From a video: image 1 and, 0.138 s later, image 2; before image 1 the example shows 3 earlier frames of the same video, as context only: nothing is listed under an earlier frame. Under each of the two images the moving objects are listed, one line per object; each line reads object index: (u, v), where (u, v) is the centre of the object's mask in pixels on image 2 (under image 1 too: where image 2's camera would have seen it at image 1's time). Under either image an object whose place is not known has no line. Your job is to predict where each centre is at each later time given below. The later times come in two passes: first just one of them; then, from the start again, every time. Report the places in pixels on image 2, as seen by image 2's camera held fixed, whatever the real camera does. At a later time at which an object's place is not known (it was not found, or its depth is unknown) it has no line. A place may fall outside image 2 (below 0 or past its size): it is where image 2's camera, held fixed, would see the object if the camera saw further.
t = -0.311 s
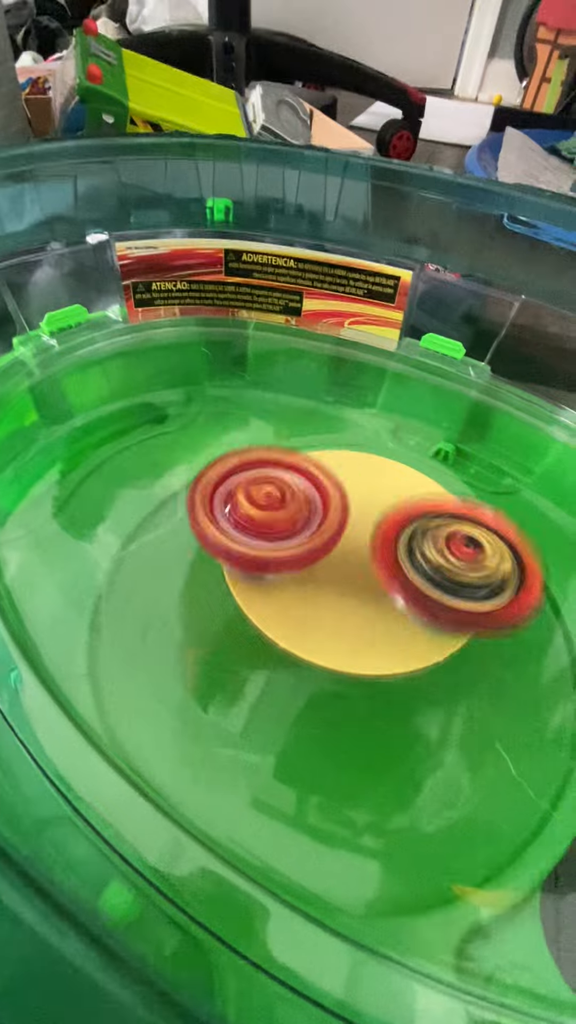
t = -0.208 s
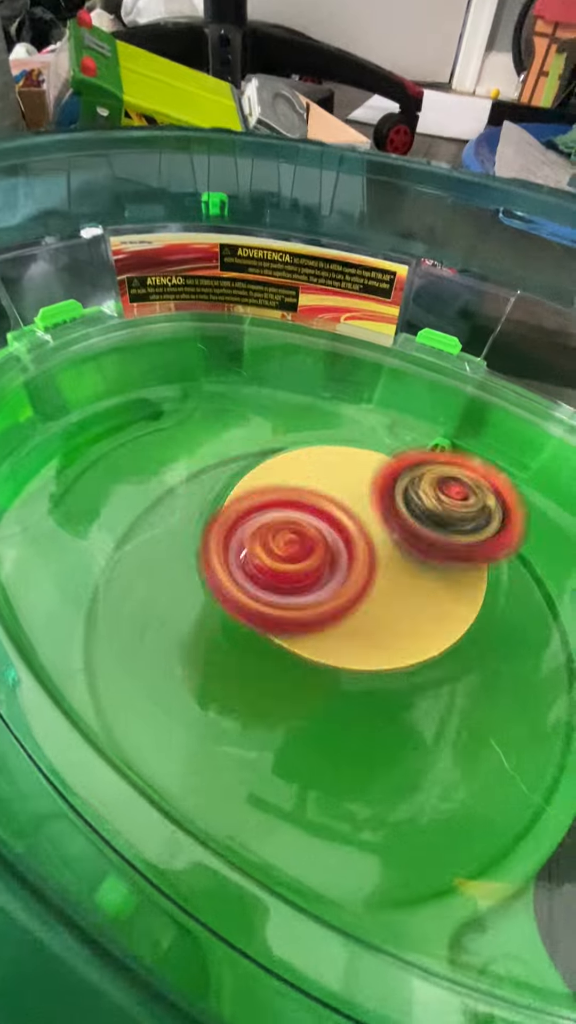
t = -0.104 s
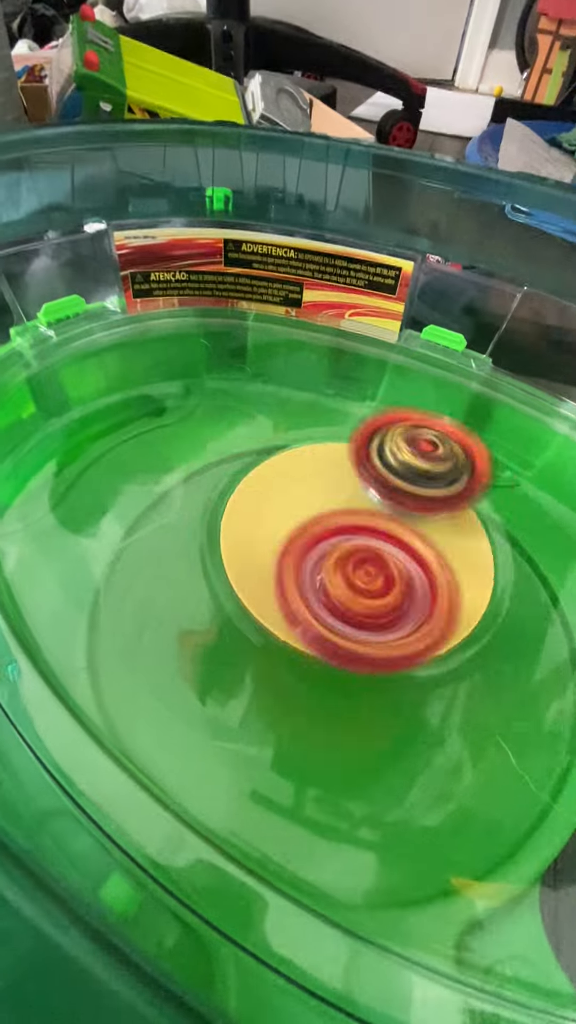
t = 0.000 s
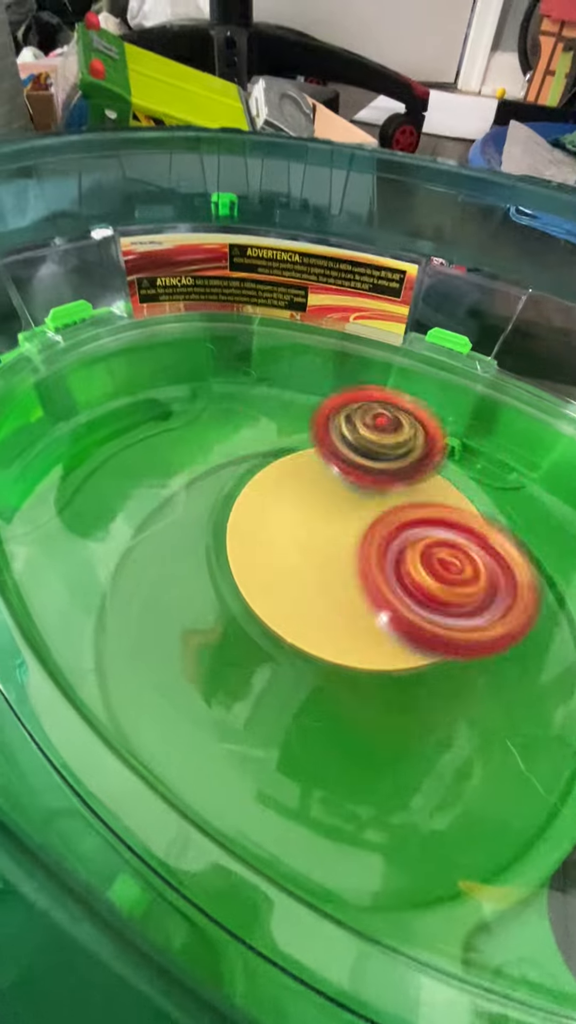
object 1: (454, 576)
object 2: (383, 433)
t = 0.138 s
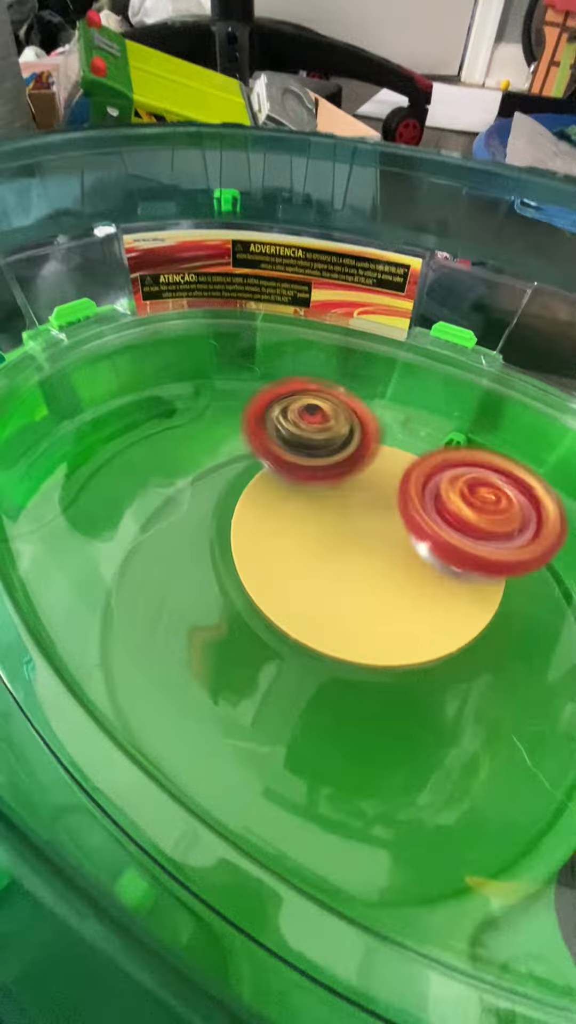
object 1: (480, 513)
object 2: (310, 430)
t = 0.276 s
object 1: (441, 452)
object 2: (278, 479)
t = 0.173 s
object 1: (474, 496)
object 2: (295, 438)
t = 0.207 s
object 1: (464, 480)
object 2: (284, 449)
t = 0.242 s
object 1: (453, 465)
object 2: (278, 463)
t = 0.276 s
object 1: (441, 452)
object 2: (278, 479)
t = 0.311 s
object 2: (283, 496)
